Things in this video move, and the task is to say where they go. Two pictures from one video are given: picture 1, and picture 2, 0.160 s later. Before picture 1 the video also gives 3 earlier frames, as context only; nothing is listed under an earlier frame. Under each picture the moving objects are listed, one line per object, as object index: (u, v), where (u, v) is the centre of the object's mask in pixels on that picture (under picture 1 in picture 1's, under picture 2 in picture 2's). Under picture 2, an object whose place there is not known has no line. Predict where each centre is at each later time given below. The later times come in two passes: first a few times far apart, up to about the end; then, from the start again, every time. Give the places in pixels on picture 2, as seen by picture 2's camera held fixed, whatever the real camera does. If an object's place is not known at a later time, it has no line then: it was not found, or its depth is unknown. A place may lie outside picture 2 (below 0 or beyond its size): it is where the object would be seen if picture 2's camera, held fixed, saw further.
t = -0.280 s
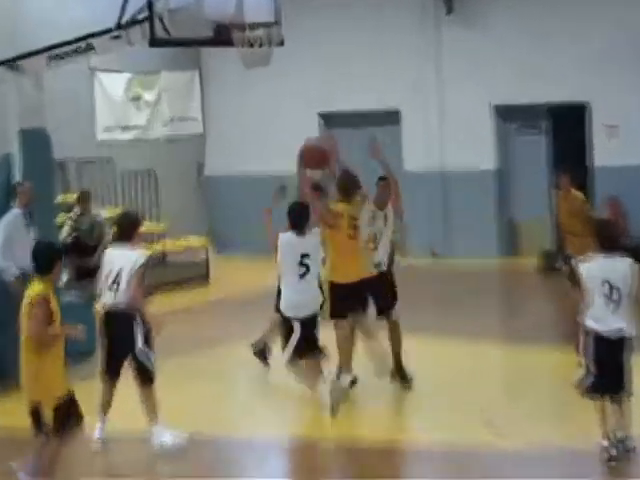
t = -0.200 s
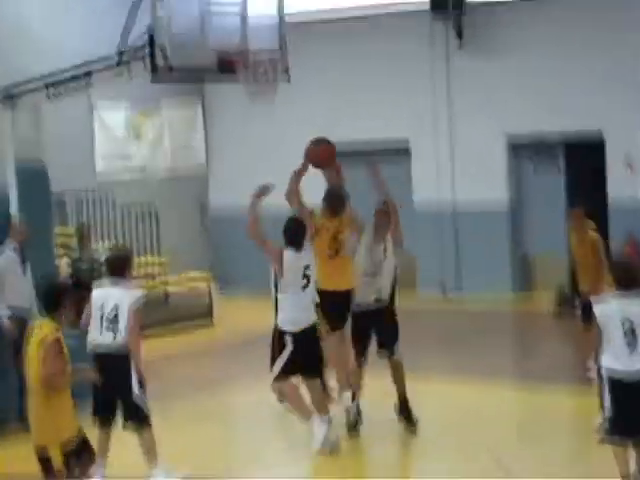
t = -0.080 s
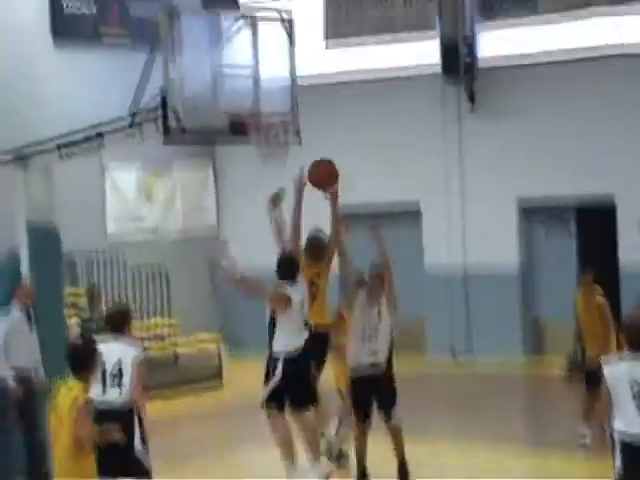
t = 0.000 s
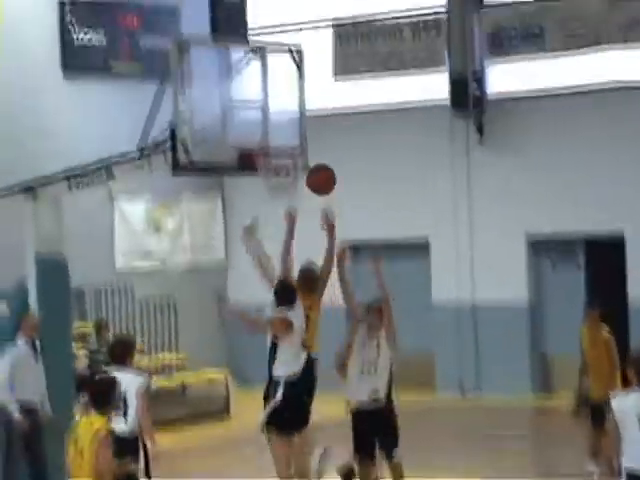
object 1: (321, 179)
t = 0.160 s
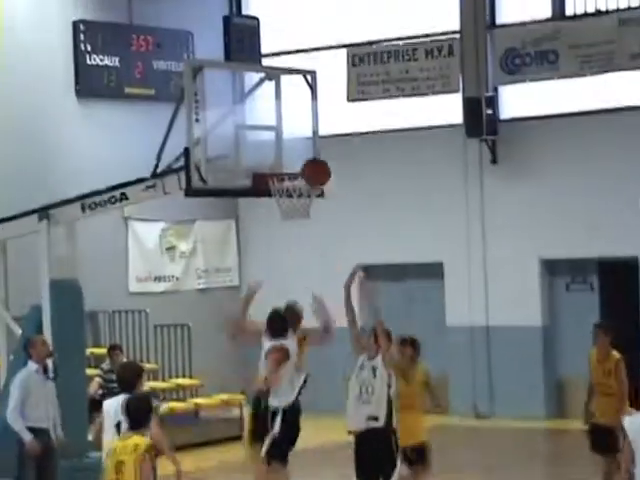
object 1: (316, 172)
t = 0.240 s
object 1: (324, 170)
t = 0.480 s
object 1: (365, 209)
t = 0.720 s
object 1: (411, 325)
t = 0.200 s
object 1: (318, 170)
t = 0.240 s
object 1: (324, 170)
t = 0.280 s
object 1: (331, 171)
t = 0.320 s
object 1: (338, 175)
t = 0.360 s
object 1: (344, 180)
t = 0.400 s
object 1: (352, 187)
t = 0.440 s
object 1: (358, 196)
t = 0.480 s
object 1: (365, 209)
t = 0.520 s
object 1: (373, 223)
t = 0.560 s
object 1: (380, 238)
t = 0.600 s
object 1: (387, 255)
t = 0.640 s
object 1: (394, 277)
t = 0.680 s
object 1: (402, 301)
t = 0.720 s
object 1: (411, 325)
